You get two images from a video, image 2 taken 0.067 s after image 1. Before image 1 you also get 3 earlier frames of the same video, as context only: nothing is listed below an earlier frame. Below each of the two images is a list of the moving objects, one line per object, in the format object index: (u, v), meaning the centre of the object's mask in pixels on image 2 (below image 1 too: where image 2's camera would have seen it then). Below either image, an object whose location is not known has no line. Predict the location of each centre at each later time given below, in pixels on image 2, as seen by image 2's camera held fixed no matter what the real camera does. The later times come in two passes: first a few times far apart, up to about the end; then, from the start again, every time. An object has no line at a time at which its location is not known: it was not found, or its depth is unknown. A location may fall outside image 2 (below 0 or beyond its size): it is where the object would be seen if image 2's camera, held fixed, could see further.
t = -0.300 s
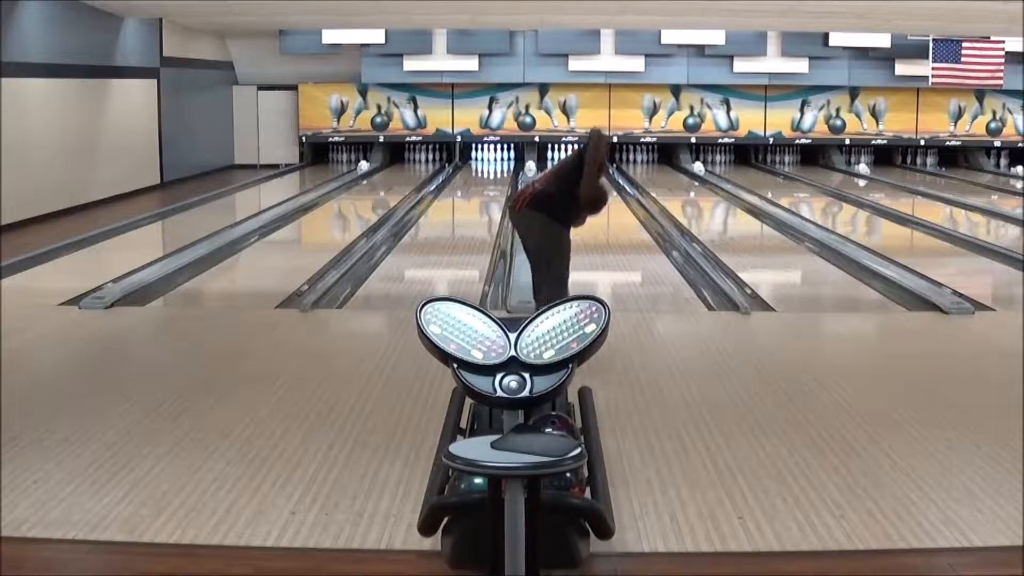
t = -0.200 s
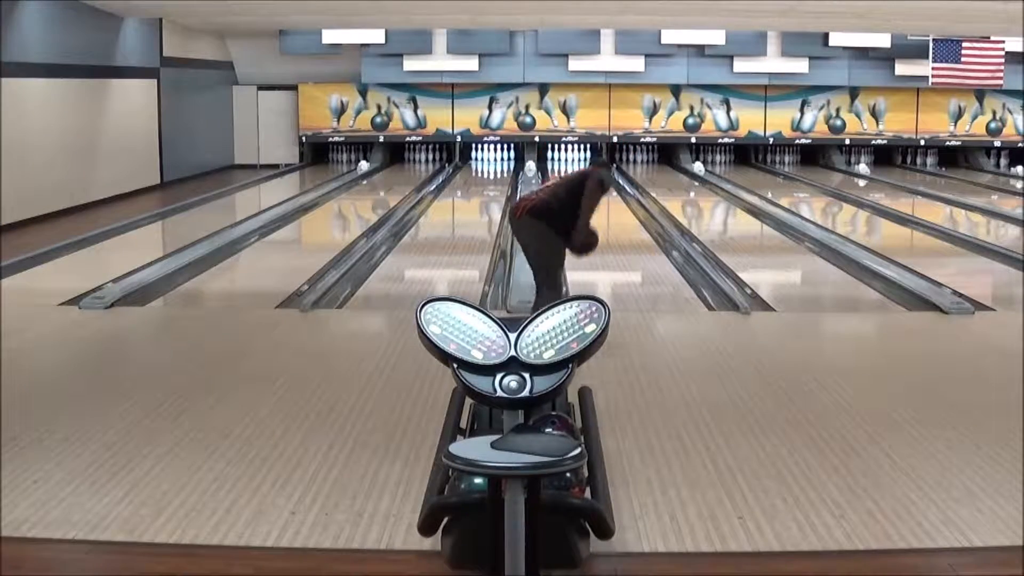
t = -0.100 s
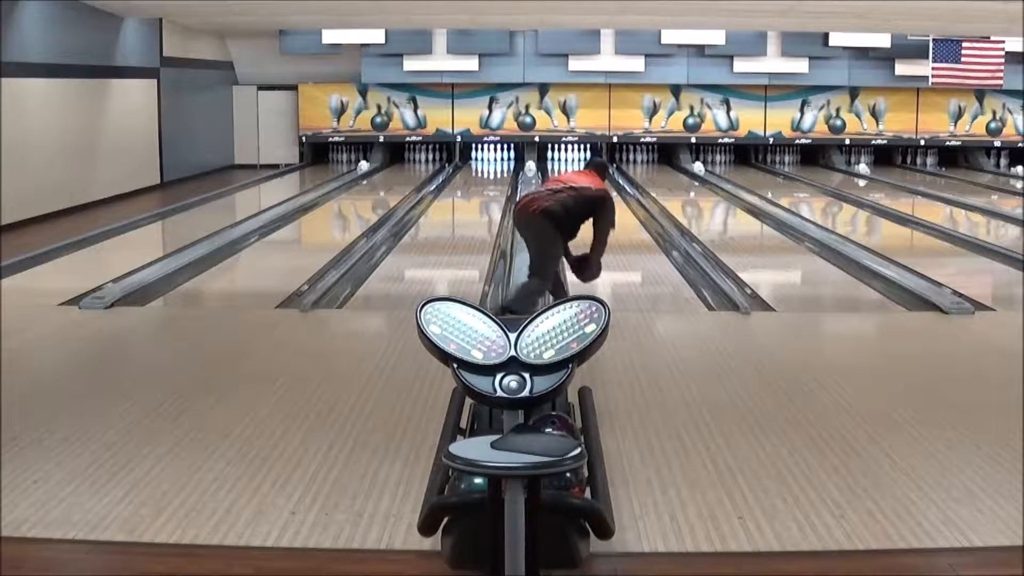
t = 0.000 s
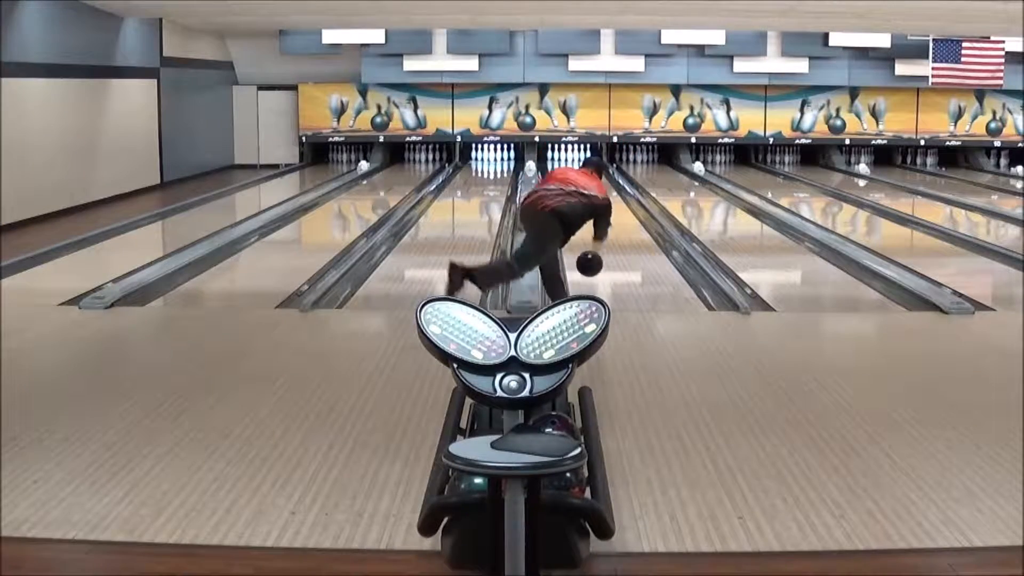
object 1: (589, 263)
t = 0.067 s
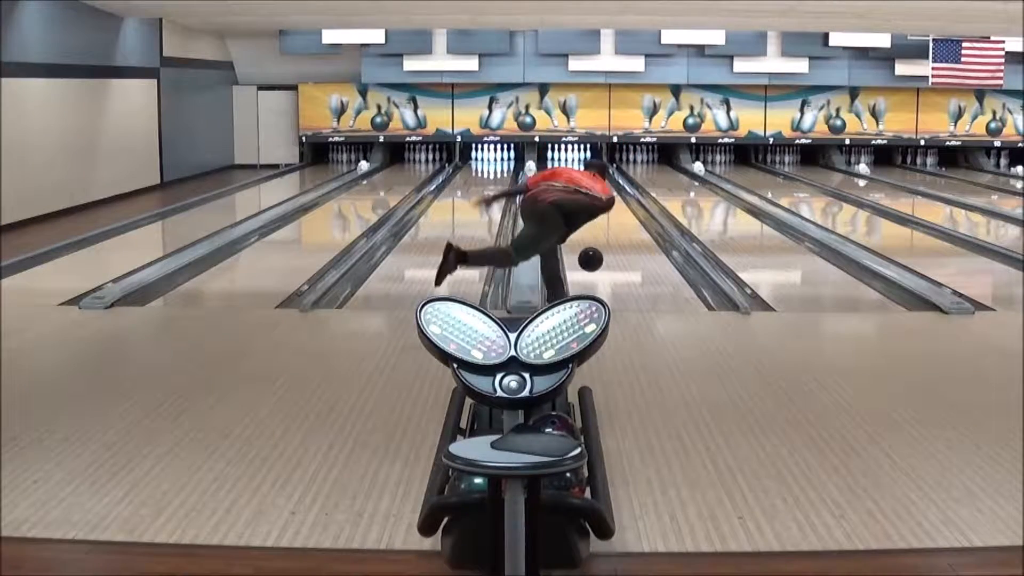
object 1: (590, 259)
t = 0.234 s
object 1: (593, 256)
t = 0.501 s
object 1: (595, 229)
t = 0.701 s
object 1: (596, 214)
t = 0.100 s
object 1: (591, 259)
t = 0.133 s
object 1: (591, 260)
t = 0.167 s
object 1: (592, 262)
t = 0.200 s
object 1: (592, 260)
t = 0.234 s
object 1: (593, 256)
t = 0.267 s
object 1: (593, 252)
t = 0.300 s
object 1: (593, 249)
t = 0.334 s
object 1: (594, 245)
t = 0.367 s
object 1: (594, 242)
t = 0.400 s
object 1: (594, 238)
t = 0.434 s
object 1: (595, 235)
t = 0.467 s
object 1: (595, 232)
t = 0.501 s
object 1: (595, 229)
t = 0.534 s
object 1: (595, 226)
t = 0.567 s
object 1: (596, 224)
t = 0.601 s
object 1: (596, 222)
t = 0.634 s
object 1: (596, 219)
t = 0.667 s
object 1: (596, 217)
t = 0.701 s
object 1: (596, 214)
